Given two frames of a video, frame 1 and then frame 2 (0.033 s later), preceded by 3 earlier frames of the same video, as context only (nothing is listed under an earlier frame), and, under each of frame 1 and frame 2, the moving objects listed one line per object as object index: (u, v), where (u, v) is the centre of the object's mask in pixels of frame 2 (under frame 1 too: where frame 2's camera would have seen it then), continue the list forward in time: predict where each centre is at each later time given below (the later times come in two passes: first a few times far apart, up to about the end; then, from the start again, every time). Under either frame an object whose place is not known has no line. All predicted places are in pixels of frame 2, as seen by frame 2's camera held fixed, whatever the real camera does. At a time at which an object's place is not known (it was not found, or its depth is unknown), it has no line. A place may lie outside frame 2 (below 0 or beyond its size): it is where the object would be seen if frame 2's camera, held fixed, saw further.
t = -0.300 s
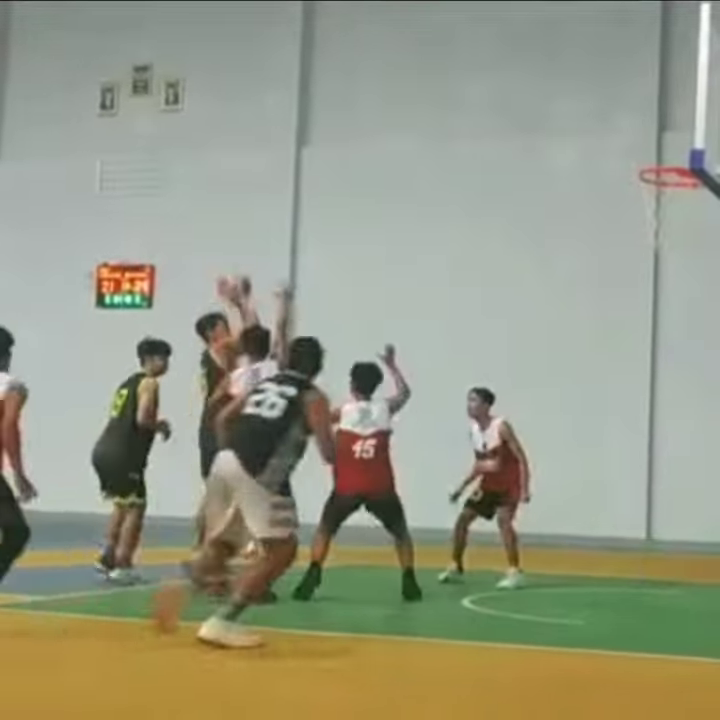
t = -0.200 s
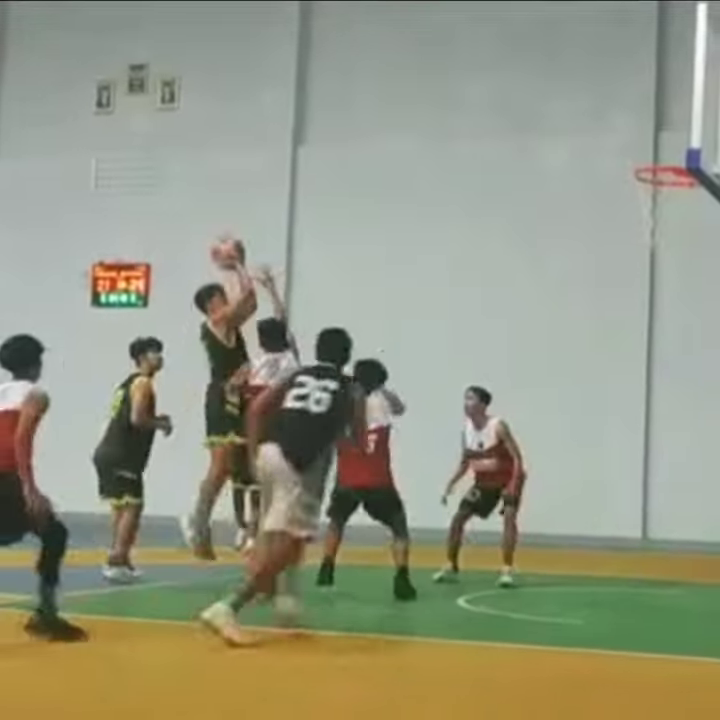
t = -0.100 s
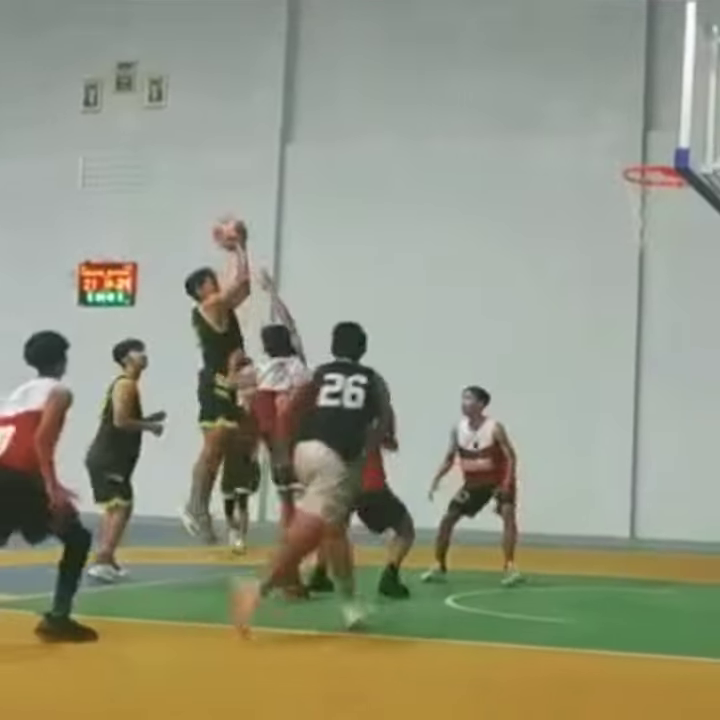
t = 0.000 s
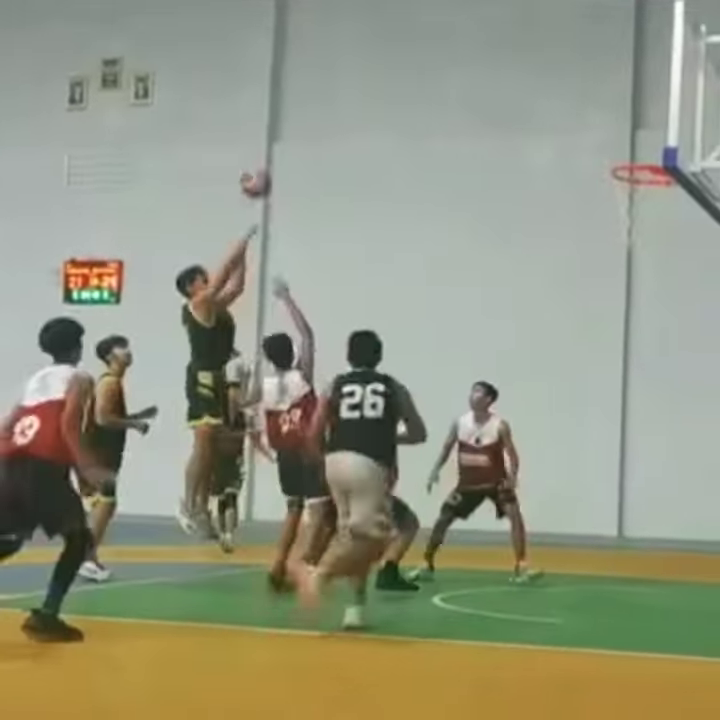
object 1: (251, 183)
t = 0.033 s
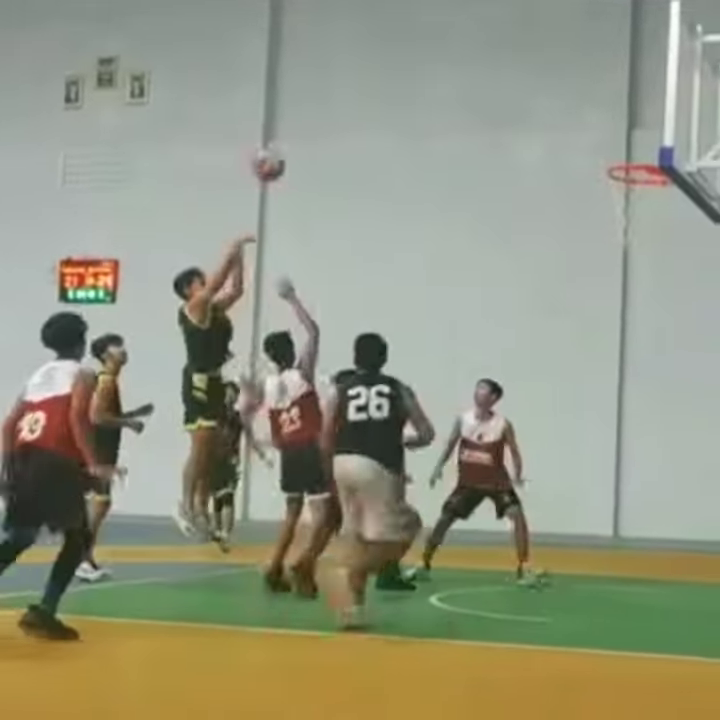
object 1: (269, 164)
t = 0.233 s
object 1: (368, 91)
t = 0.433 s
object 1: (464, 69)
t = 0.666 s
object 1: (576, 112)
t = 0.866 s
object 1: (667, 204)
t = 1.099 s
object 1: (656, 250)
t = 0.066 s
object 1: (284, 151)
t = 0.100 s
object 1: (302, 139)
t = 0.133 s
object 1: (317, 123)
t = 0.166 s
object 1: (333, 111)
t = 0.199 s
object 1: (350, 101)
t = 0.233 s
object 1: (368, 91)
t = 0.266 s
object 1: (383, 85)
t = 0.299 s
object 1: (399, 79)
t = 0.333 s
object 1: (416, 76)
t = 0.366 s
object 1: (432, 73)
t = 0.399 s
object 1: (449, 71)
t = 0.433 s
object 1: (464, 69)
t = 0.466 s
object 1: (480, 73)
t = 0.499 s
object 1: (496, 77)
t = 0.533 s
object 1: (513, 81)
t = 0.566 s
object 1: (528, 86)
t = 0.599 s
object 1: (543, 93)
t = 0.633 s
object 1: (560, 102)
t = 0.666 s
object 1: (576, 112)
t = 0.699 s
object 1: (591, 125)
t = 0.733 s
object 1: (609, 139)
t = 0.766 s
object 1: (625, 151)
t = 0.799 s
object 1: (643, 167)
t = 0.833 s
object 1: (657, 192)
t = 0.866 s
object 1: (667, 204)
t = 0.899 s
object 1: (675, 217)
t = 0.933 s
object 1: (676, 222)
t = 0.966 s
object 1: (674, 226)
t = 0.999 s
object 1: (670, 230)
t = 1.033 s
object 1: (665, 235)
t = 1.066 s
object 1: (660, 242)
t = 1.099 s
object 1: (656, 250)
